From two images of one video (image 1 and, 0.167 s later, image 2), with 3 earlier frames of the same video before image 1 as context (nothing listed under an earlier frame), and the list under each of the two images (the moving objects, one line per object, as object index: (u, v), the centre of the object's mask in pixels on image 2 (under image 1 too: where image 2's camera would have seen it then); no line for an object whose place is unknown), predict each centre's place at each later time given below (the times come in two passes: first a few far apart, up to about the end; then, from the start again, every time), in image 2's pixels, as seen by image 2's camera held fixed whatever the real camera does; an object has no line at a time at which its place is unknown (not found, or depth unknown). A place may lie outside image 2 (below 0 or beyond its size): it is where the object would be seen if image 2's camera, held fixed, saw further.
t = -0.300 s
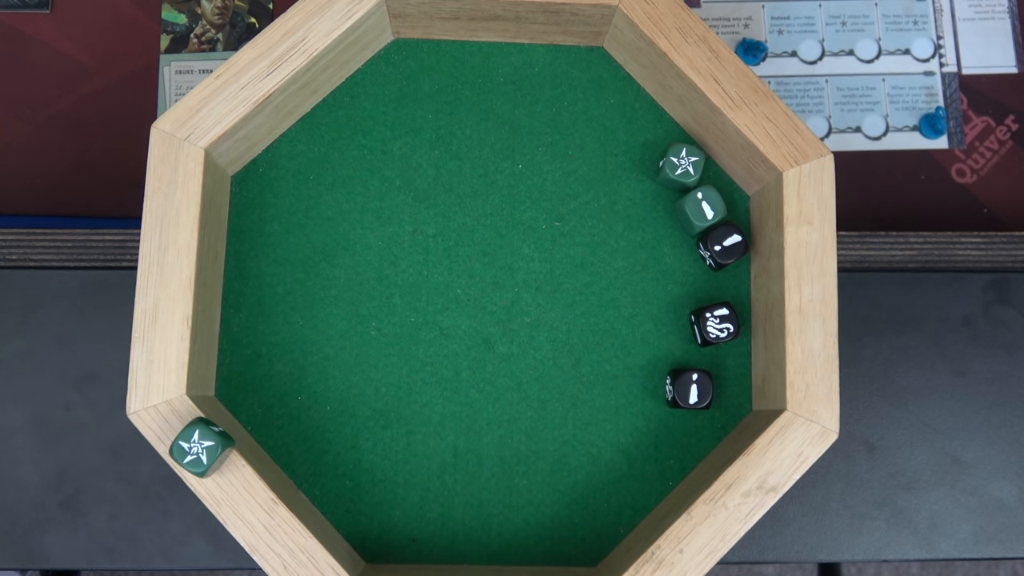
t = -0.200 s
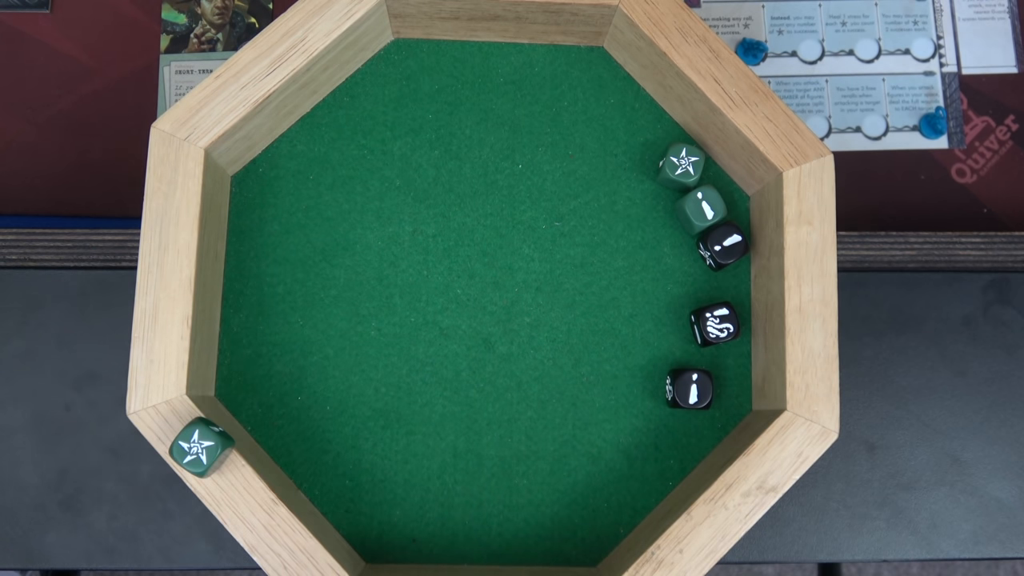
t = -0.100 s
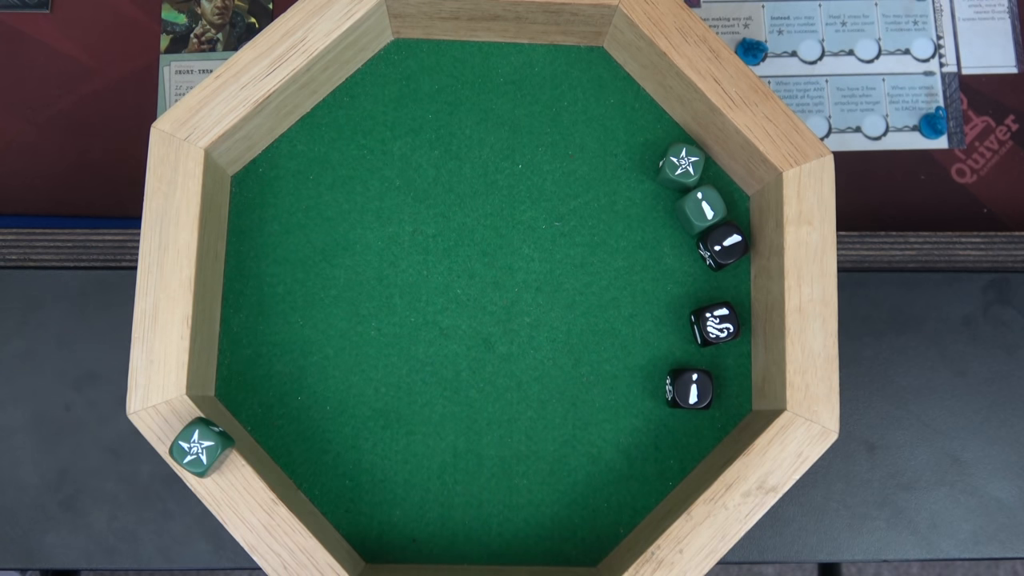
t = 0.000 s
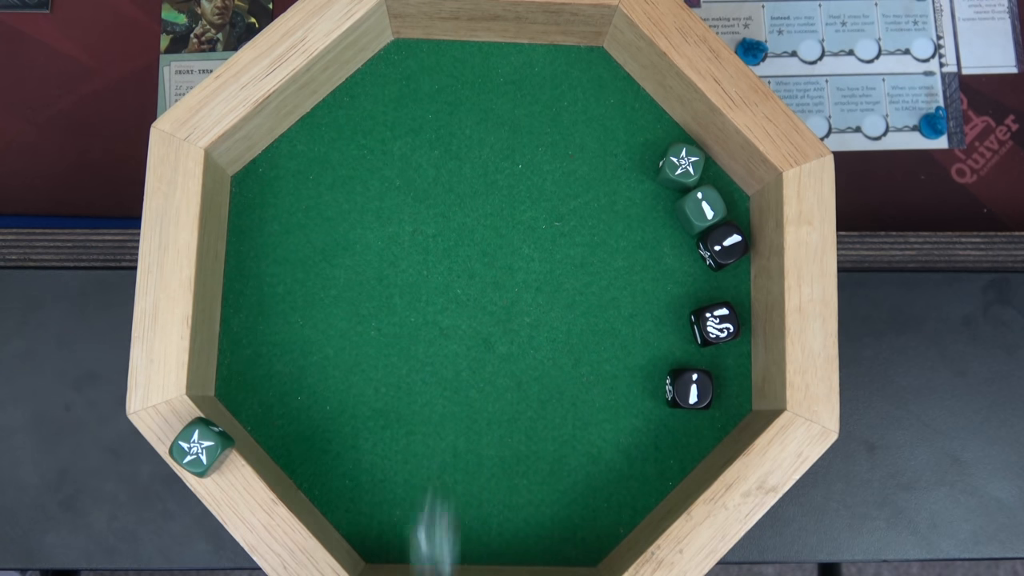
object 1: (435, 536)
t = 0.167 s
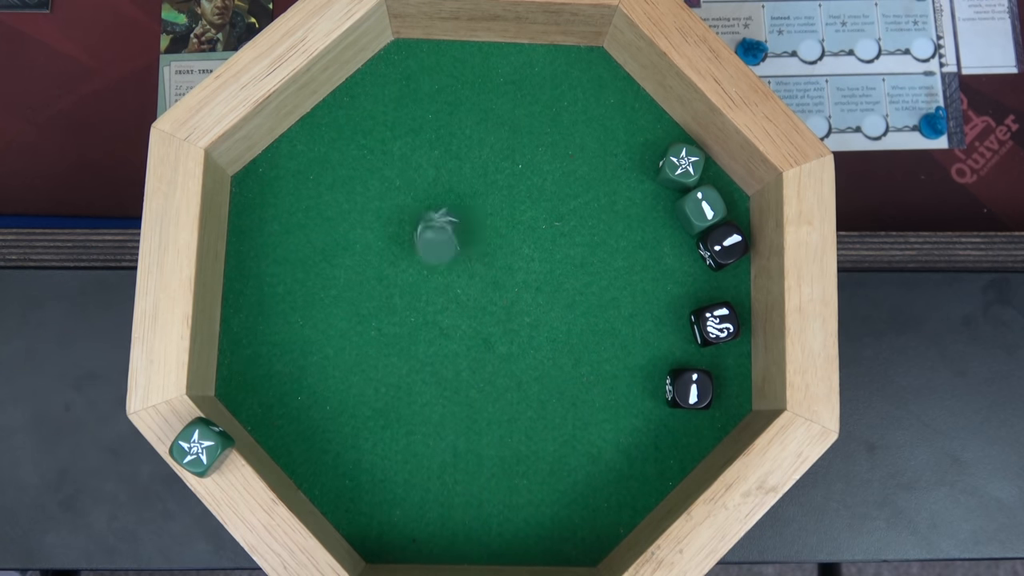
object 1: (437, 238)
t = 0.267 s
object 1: (454, 132)
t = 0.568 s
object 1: (474, 116)
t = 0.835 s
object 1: (482, 115)
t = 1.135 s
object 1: (482, 115)
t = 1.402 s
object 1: (483, 115)
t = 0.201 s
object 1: (439, 202)
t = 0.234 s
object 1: (449, 163)
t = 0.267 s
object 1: (454, 132)
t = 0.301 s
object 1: (458, 104)
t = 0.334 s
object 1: (457, 81)
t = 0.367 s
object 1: (457, 60)
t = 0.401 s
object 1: (457, 62)
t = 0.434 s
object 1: (459, 75)
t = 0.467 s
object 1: (456, 86)
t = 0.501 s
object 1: (458, 96)
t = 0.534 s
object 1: (466, 107)
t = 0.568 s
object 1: (474, 116)
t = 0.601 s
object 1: (480, 117)
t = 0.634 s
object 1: (483, 115)
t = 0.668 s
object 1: (482, 115)
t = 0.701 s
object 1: (482, 115)
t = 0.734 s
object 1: (482, 115)
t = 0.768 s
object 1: (482, 115)
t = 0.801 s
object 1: (482, 115)
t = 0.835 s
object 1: (482, 115)
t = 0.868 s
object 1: (482, 115)
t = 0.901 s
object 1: (482, 115)
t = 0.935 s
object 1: (482, 115)
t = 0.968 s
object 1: (482, 115)
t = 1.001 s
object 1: (482, 115)
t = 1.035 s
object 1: (482, 115)
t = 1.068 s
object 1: (482, 115)
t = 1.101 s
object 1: (482, 115)
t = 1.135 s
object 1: (482, 115)
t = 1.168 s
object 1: (482, 115)
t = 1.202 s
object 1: (482, 115)
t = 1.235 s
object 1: (482, 115)
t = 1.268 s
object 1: (482, 115)
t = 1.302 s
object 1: (482, 115)
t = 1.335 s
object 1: (482, 115)
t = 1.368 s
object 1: (482, 115)
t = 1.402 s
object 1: (483, 115)
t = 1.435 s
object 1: (482, 115)
